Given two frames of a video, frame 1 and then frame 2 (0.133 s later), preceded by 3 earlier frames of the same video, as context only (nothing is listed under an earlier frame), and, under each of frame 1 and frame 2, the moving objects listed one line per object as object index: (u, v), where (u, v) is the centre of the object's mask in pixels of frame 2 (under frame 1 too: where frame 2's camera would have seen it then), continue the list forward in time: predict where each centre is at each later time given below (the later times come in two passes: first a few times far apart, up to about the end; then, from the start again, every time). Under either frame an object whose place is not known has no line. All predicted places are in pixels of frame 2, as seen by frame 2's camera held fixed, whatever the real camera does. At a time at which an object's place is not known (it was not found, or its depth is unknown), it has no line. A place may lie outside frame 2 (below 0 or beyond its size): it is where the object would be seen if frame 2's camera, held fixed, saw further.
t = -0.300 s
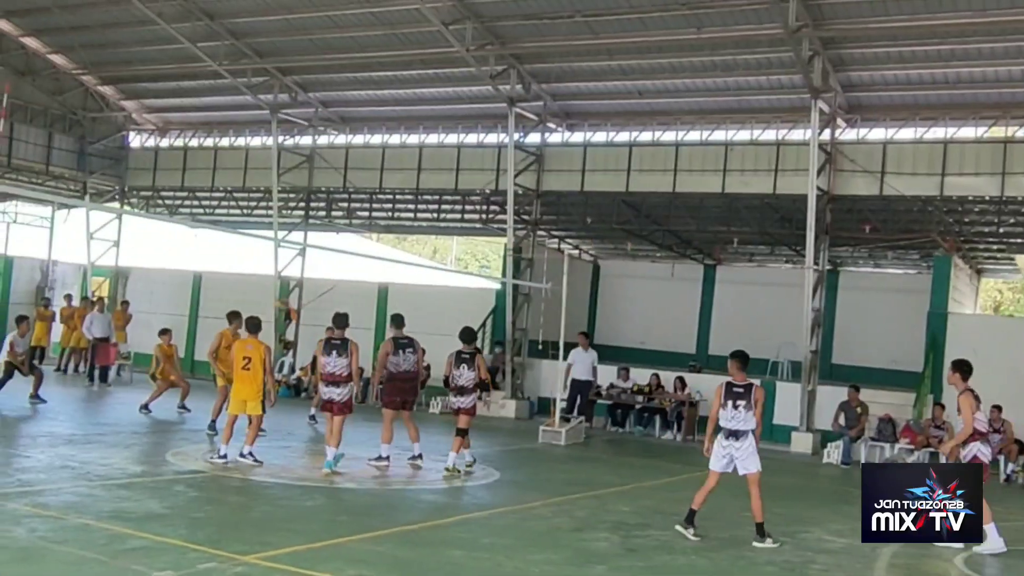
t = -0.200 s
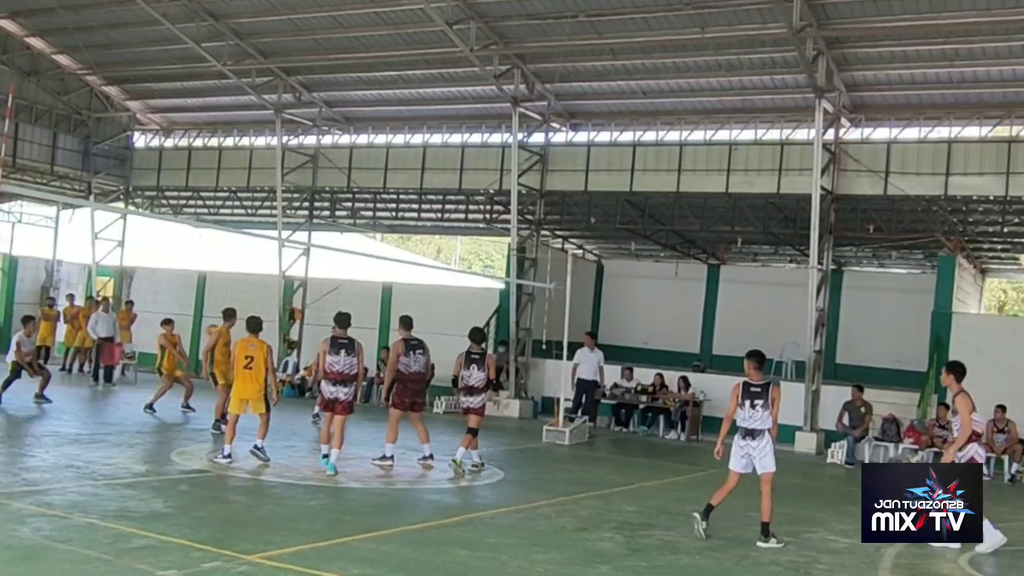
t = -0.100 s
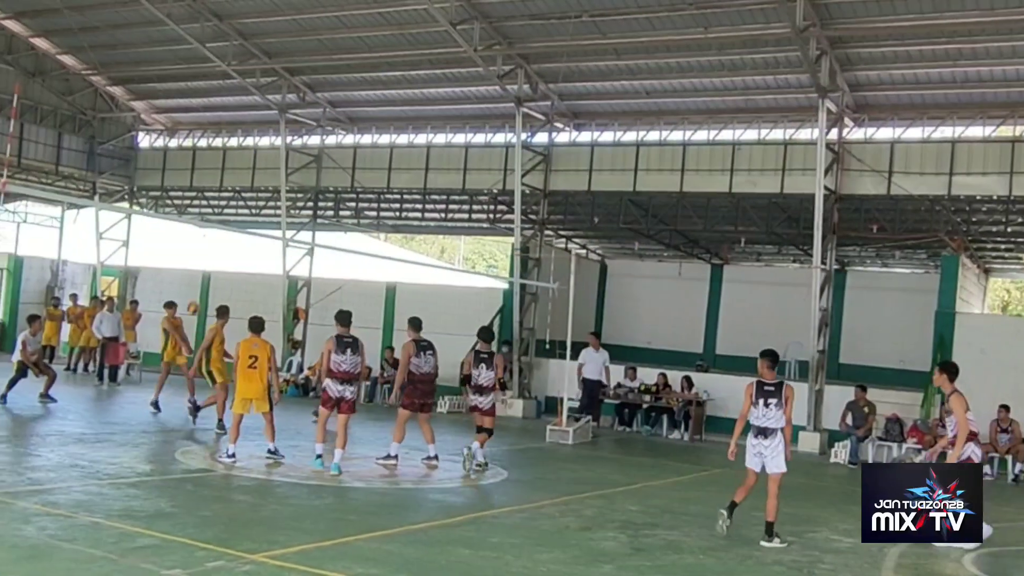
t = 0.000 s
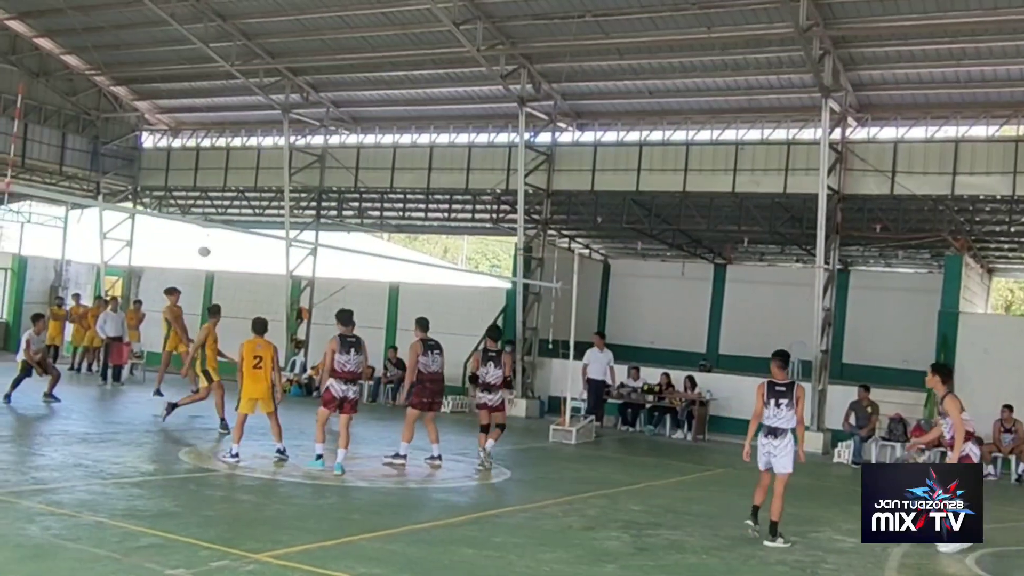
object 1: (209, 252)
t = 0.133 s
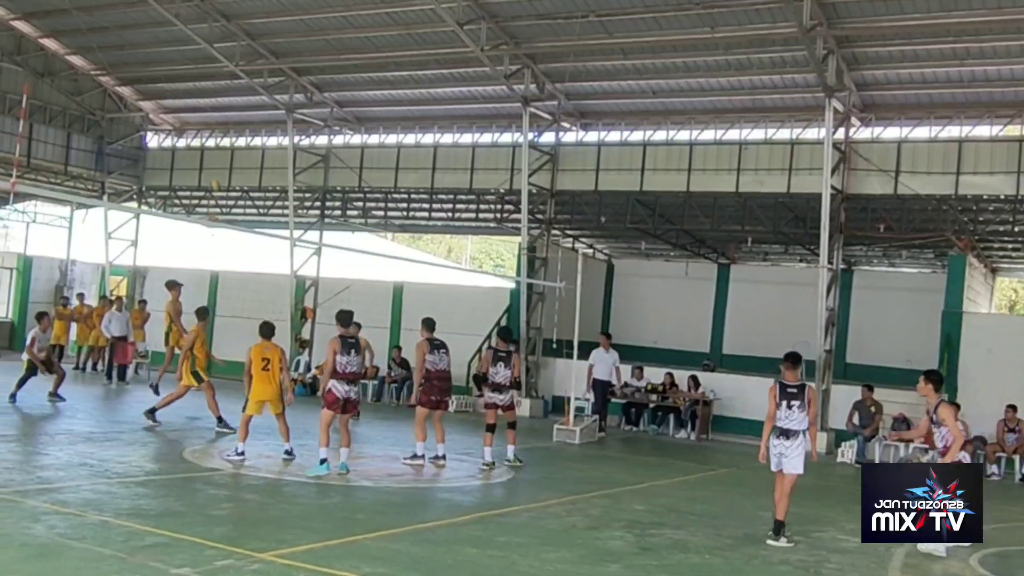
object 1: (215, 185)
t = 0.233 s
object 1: (221, 143)
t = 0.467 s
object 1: (231, 66)
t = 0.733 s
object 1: (236, 15)
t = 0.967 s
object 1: (236, 8)
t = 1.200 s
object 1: (234, 42)
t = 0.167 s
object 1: (217, 170)
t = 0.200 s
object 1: (219, 158)
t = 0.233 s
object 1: (221, 143)
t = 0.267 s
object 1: (222, 130)
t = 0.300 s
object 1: (224, 119)
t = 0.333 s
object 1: (225, 105)
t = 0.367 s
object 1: (227, 94)
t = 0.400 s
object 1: (228, 84)
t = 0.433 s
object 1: (229, 75)
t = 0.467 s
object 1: (231, 66)
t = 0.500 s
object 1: (232, 57)
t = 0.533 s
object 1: (233, 48)
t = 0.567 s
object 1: (233, 41)
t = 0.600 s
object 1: (233, 37)
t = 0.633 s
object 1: (234, 30)
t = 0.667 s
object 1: (235, 24)
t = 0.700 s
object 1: (235, 19)
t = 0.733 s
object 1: (236, 15)
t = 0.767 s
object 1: (235, 12)
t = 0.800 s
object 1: (235, 10)
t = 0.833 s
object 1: (235, 10)
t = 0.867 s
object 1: (236, 9)
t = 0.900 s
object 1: (236, 8)
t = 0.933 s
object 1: (236, 8)
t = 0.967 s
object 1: (236, 8)
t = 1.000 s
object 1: (236, 12)
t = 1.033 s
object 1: (235, 15)
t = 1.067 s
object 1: (235, 19)
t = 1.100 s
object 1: (236, 23)
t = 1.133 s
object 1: (236, 29)
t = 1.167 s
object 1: (234, 35)
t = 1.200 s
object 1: (234, 42)
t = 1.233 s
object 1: (233, 52)
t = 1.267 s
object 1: (233, 60)
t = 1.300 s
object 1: (232, 70)
